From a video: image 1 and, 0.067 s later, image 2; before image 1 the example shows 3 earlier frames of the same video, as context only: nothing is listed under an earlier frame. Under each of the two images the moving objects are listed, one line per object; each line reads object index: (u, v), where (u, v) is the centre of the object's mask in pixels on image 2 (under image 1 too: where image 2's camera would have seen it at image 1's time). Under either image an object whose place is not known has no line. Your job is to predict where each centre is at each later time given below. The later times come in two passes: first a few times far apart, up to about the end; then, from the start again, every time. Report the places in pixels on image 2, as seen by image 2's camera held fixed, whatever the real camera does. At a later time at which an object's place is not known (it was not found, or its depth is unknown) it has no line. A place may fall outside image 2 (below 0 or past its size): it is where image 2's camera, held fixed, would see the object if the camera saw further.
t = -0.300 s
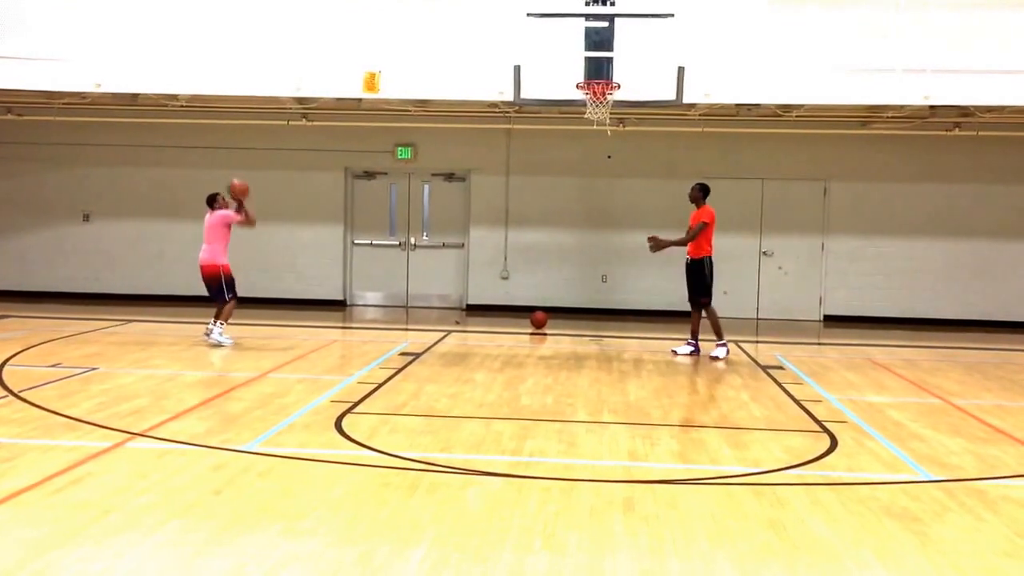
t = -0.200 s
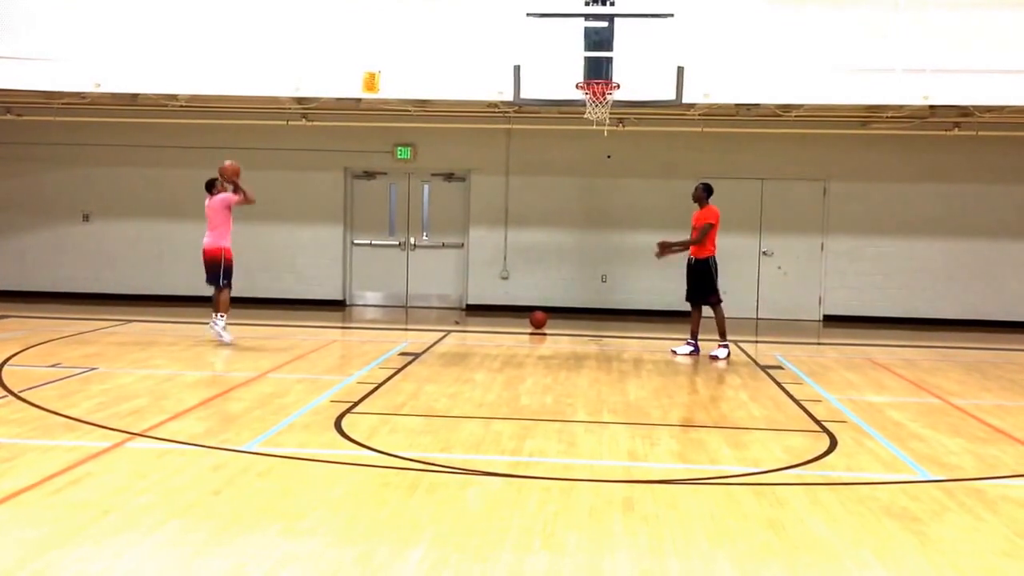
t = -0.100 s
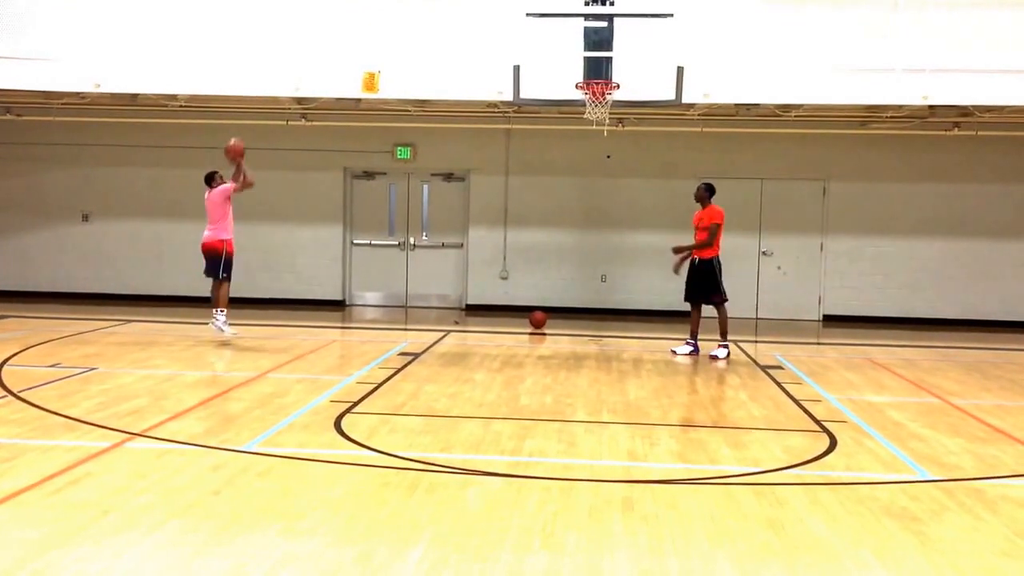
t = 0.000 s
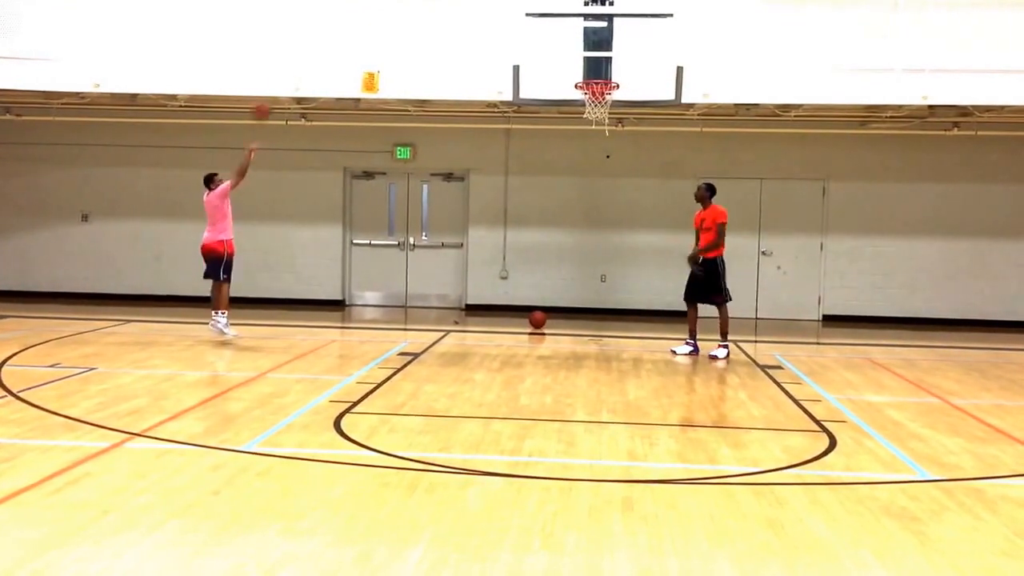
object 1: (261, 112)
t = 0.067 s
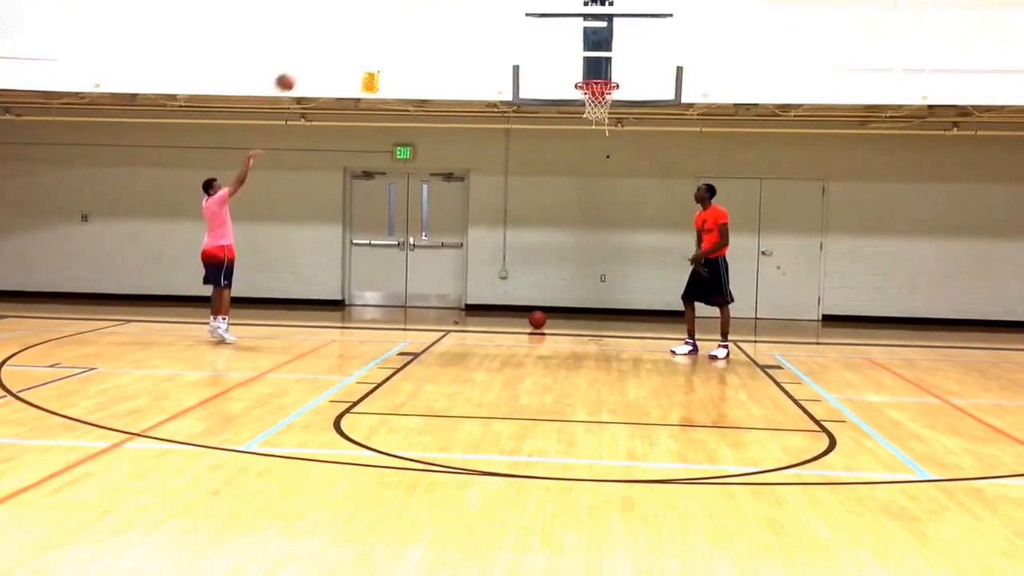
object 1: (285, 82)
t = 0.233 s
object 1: (342, 30)
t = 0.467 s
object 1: (422, 4)
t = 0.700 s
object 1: (502, 12)
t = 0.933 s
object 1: (580, 73)
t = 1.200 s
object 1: (641, 53)
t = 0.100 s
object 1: (296, 70)
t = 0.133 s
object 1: (307, 59)
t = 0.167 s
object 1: (319, 48)
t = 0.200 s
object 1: (331, 39)
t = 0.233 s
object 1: (342, 30)
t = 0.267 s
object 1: (353, 23)
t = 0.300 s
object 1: (365, 16)
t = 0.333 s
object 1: (377, 10)
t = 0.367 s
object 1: (388, 8)
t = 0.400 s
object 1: (399, 6)
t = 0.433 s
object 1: (411, 4)
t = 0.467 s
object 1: (422, 4)
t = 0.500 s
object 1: (434, 3)
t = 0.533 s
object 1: (445, 3)
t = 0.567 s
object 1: (456, 4)
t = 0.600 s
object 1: (468, 5)
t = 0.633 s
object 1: (479, 6)
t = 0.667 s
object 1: (490, 8)
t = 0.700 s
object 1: (502, 12)
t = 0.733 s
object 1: (513, 19)
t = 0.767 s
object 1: (524, 25)
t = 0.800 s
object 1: (535, 34)
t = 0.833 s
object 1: (546, 42)
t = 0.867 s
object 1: (557, 52)
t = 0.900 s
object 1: (569, 62)
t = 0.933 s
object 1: (580, 73)
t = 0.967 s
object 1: (586, 72)
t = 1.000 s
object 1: (594, 68)
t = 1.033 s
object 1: (601, 62)
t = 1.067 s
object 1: (610, 59)
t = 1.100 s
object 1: (617, 56)
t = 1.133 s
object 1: (625, 54)
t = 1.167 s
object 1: (633, 53)
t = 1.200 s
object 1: (641, 53)
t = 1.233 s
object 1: (648, 54)
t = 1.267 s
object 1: (656, 56)
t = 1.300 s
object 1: (664, 59)
